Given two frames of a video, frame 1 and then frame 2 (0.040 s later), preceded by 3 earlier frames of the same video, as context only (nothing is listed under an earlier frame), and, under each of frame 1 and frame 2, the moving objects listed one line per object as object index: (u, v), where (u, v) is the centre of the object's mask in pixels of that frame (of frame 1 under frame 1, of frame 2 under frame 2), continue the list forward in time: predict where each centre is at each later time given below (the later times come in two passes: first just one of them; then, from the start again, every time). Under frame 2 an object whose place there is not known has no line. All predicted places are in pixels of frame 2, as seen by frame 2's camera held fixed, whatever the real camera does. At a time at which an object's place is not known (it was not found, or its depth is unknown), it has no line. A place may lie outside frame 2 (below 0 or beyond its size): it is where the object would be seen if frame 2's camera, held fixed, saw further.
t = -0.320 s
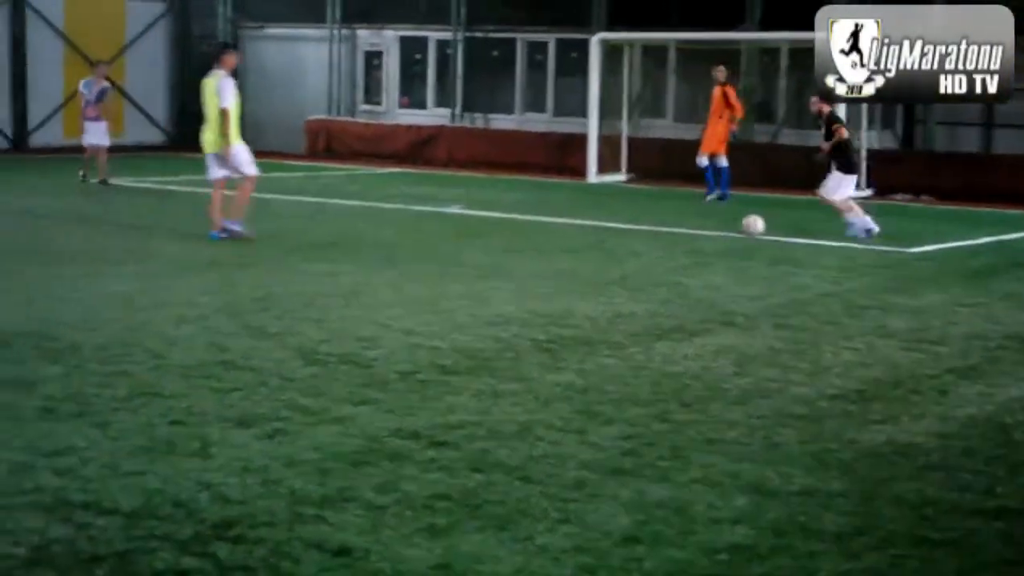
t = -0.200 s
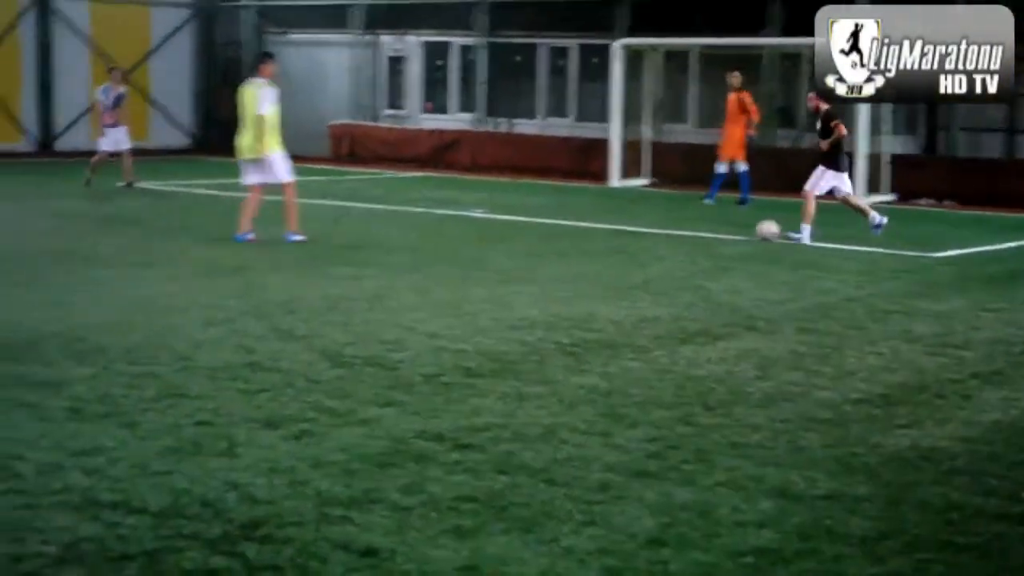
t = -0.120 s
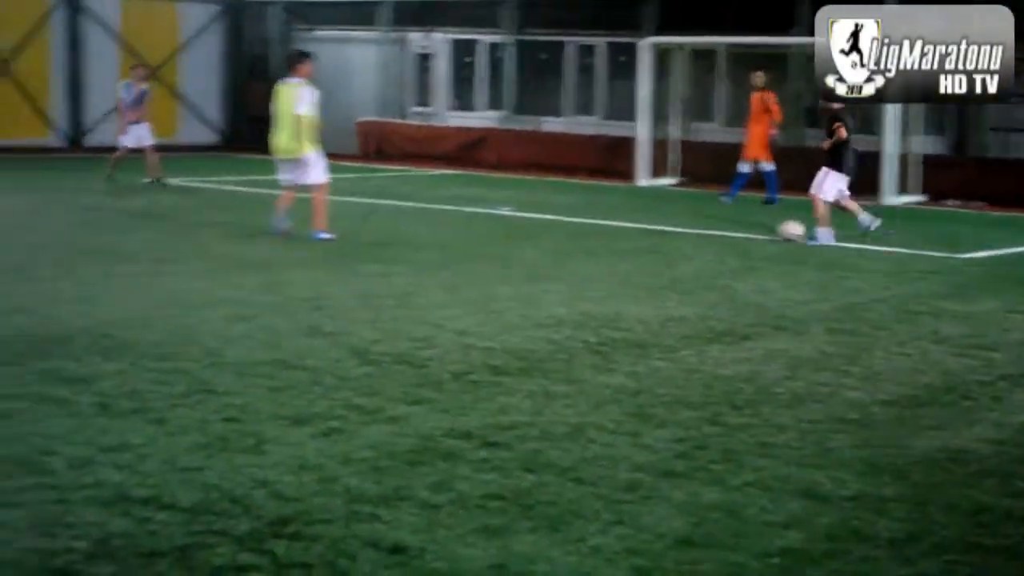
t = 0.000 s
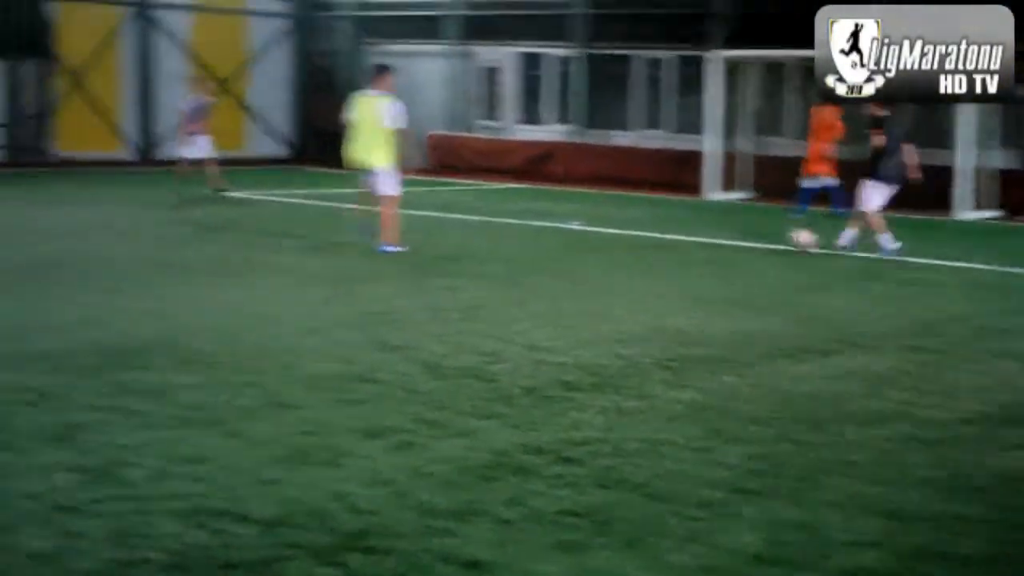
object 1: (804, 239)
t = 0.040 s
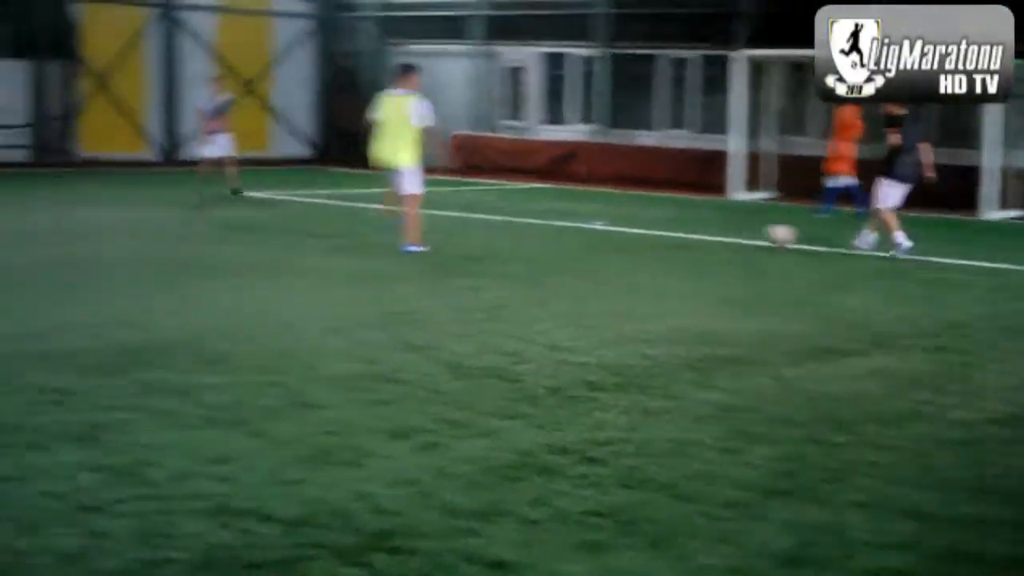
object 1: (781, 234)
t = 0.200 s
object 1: (608, 228)
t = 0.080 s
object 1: (735, 231)
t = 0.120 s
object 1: (690, 229)
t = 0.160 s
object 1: (646, 230)
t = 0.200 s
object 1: (608, 228)
